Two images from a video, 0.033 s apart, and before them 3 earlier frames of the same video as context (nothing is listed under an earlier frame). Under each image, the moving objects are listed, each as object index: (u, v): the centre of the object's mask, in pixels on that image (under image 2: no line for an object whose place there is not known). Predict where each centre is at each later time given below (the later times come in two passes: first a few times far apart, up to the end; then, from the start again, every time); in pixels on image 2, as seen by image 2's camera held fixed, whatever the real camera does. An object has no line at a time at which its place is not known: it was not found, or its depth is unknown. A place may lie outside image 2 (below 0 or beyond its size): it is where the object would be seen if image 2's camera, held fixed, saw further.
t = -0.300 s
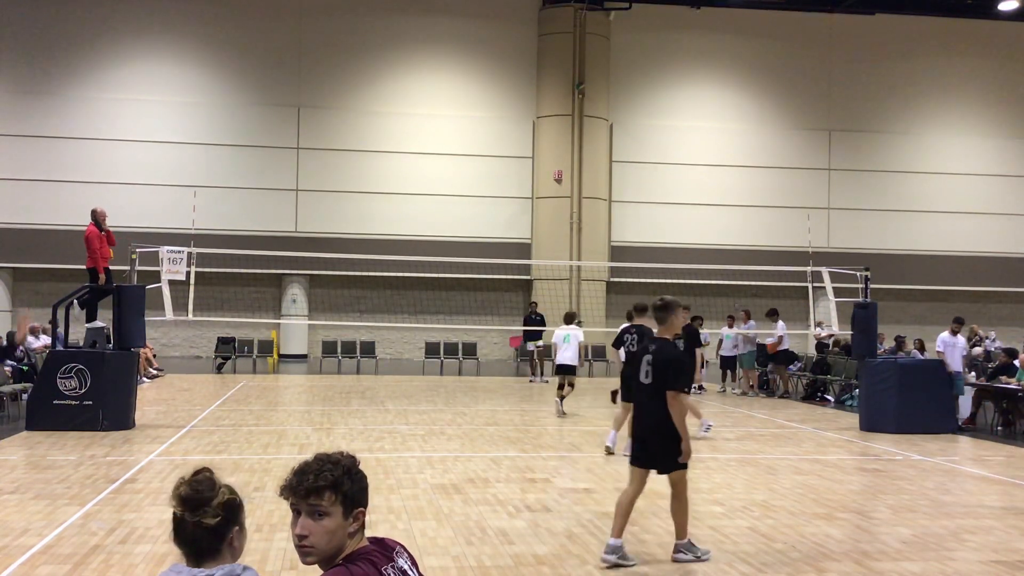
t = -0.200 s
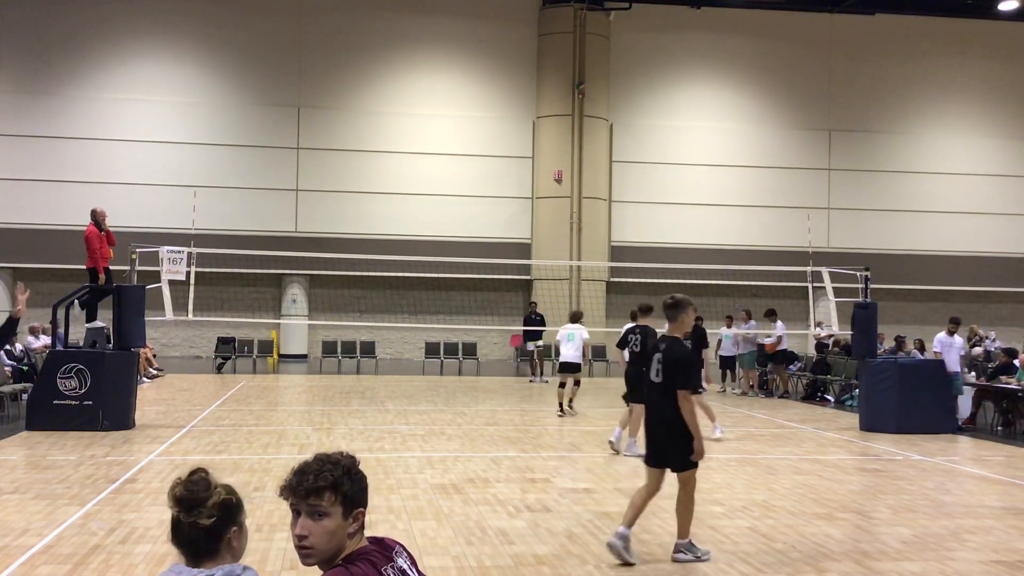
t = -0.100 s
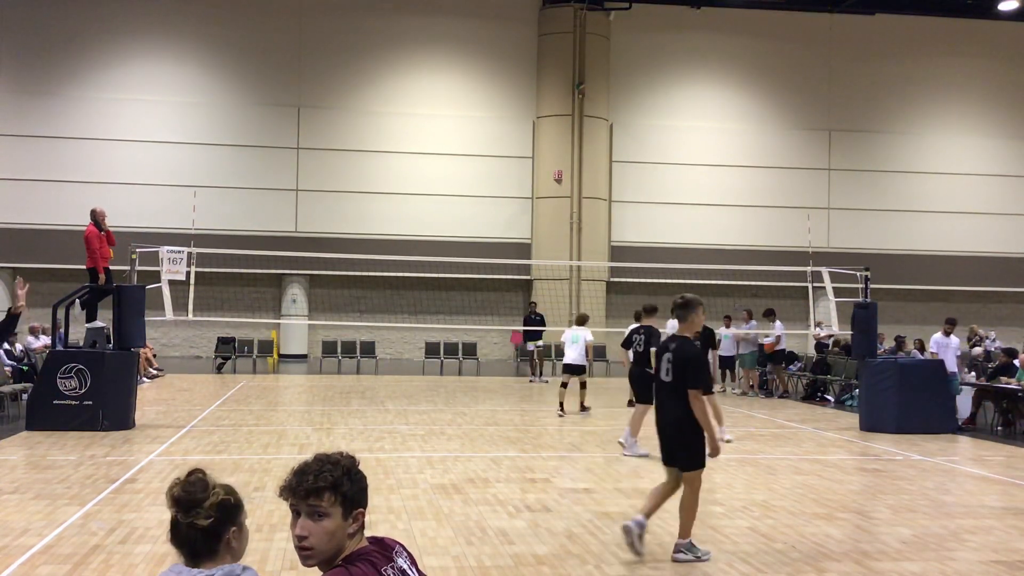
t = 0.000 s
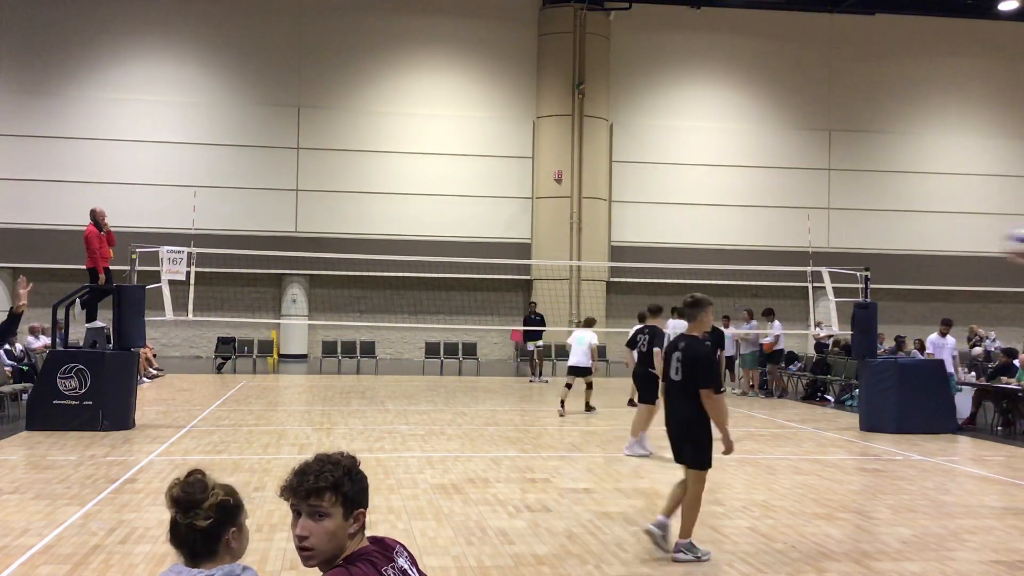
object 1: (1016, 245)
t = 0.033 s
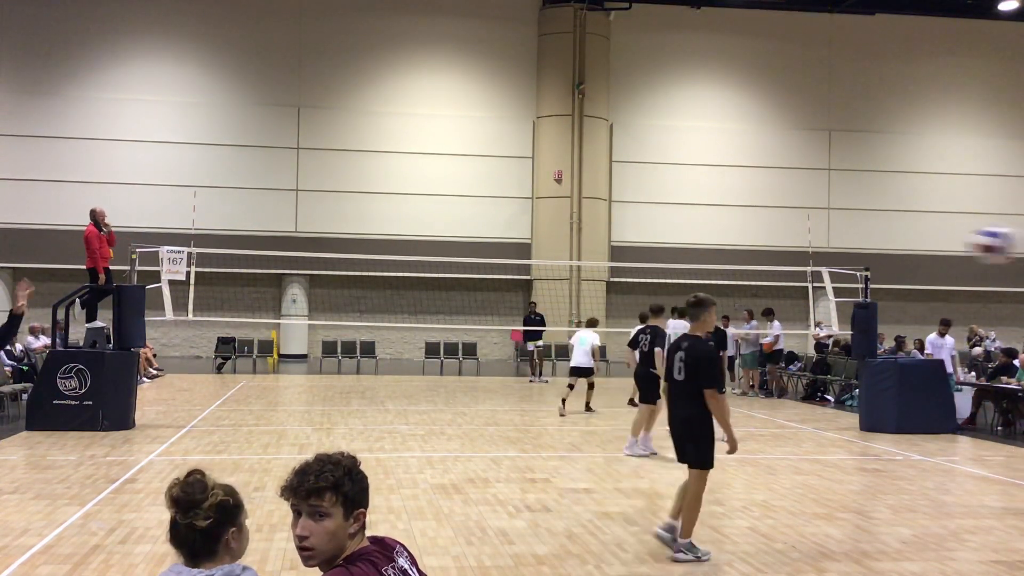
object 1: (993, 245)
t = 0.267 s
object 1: (749, 288)
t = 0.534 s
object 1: (488, 450)
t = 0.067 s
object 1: (957, 244)
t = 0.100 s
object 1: (922, 246)
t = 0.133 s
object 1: (888, 252)
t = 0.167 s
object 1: (854, 256)
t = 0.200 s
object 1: (815, 265)
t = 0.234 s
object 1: (780, 277)
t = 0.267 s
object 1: (749, 288)
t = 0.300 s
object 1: (714, 301)
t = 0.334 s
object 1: (680, 315)
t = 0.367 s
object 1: (650, 332)
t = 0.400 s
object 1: (616, 354)
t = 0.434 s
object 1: (584, 376)
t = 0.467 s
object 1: (551, 400)
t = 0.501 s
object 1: (519, 424)
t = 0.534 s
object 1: (488, 450)
